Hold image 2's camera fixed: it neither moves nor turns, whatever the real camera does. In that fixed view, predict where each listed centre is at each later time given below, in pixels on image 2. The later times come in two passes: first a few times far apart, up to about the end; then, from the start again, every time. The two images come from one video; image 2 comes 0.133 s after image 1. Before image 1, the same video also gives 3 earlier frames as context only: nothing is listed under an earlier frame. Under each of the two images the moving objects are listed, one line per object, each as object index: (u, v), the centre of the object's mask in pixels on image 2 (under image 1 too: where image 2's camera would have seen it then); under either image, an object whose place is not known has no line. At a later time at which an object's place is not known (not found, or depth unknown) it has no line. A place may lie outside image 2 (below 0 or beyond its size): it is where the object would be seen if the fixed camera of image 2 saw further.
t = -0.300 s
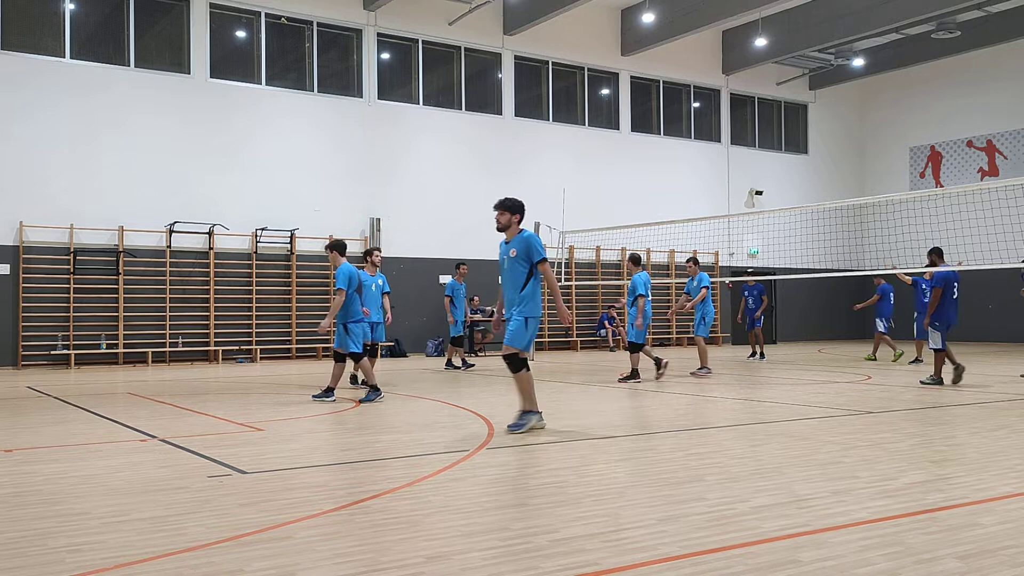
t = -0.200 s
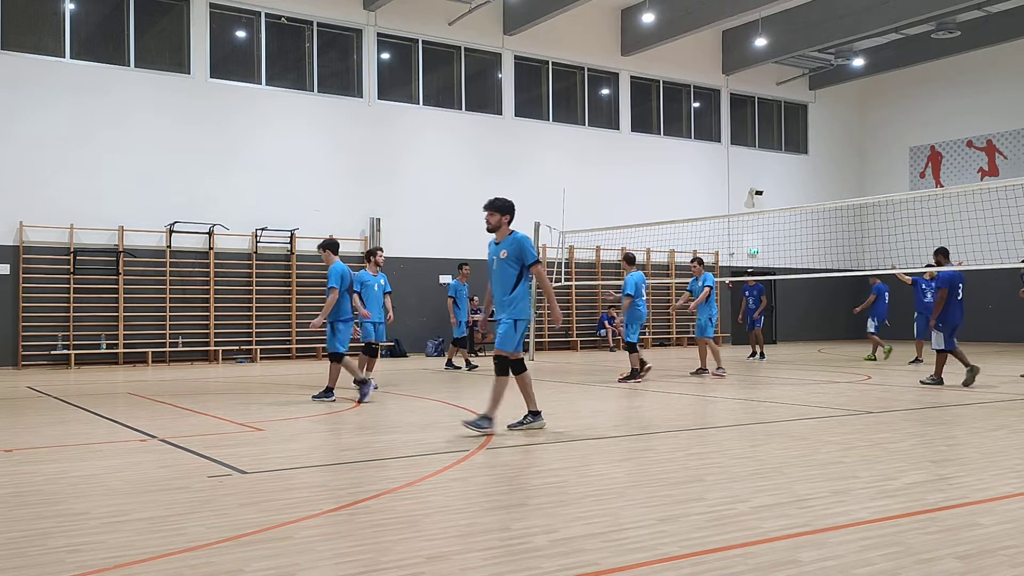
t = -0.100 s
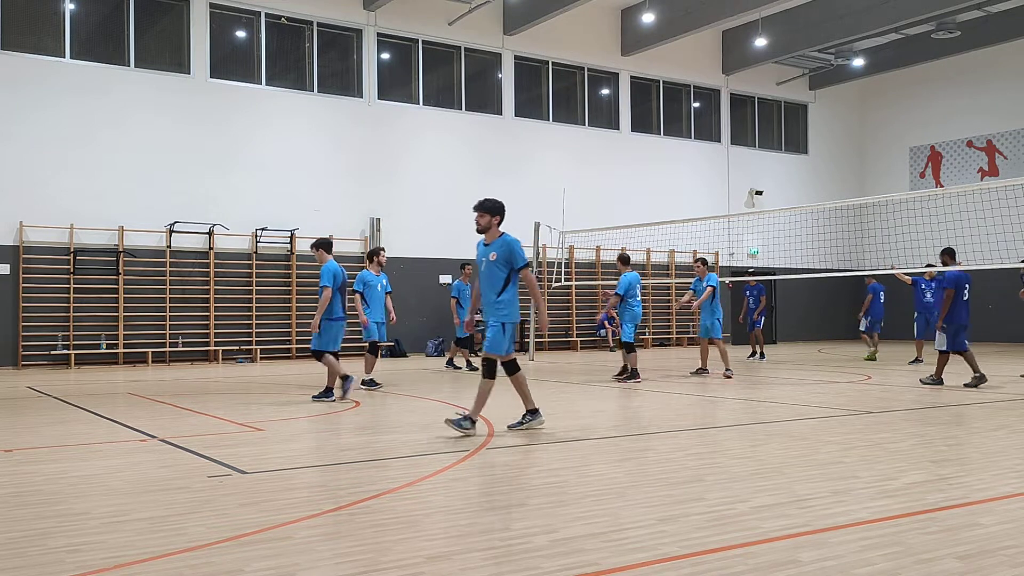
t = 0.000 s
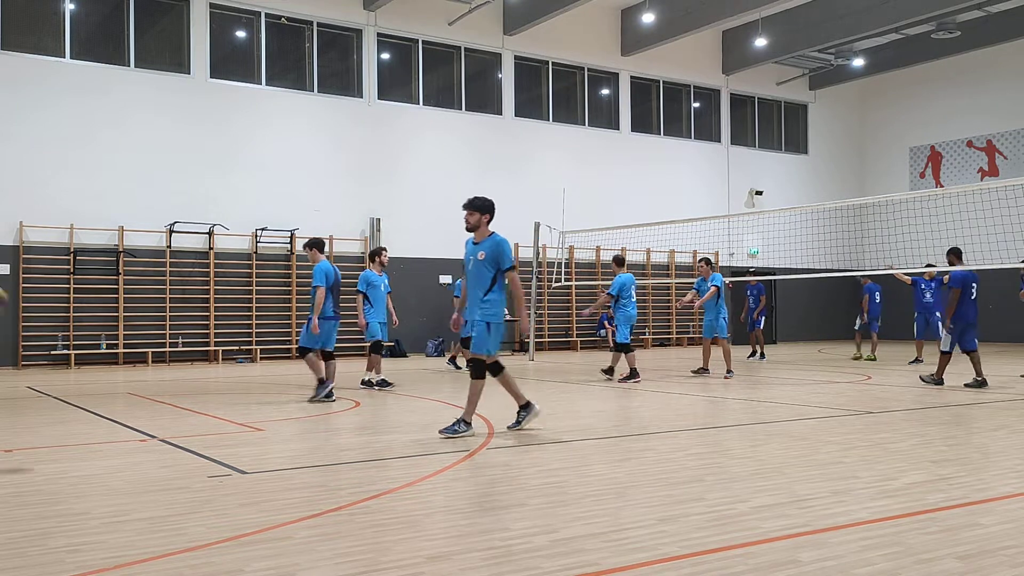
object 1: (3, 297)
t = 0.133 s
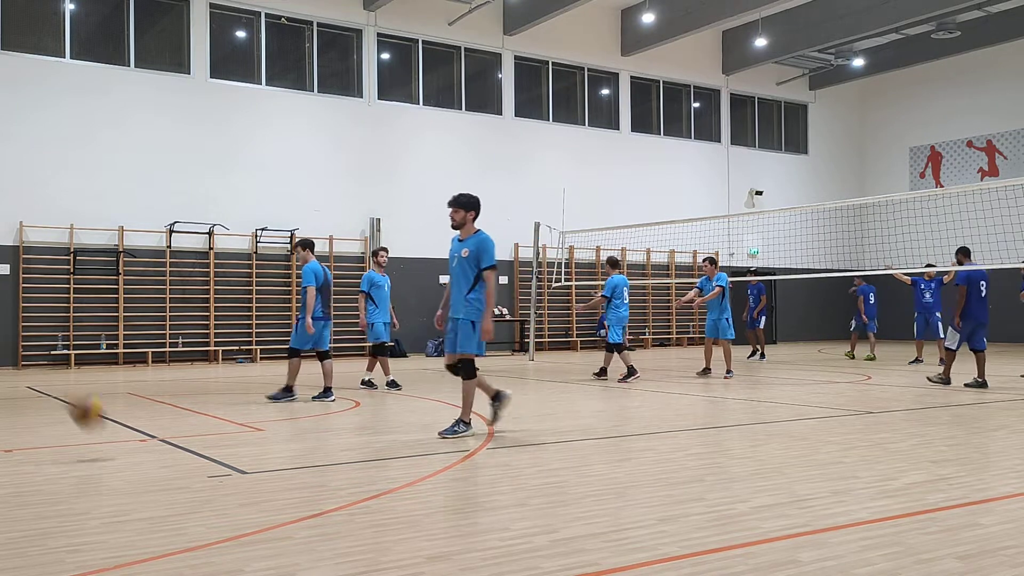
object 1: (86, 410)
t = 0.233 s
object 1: (120, 400)
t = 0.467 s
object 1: (147, 282)
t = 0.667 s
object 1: (168, 242)
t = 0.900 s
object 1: (191, 263)
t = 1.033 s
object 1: (205, 310)
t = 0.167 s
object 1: (110, 441)
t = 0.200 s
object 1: (117, 423)
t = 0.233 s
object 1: (120, 400)
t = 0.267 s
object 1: (124, 378)
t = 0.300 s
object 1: (128, 358)
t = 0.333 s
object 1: (133, 340)
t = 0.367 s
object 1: (136, 323)
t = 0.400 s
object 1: (141, 307)
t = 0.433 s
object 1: (144, 293)
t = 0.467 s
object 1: (147, 282)
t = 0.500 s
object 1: (151, 271)
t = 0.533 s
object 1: (154, 262)
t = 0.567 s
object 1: (158, 255)
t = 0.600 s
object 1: (161, 249)
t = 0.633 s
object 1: (164, 244)
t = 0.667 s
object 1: (168, 242)
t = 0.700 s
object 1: (171, 240)
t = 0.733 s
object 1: (175, 240)
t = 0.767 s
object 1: (178, 242)
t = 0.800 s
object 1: (182, 245)
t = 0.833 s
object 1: (185, 251)
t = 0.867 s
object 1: (189, 256)
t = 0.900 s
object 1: (191, 263)
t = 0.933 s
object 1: (195, 272)
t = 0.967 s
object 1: (198, 283)
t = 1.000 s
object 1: (202, 296)
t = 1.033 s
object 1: (205, 310)
